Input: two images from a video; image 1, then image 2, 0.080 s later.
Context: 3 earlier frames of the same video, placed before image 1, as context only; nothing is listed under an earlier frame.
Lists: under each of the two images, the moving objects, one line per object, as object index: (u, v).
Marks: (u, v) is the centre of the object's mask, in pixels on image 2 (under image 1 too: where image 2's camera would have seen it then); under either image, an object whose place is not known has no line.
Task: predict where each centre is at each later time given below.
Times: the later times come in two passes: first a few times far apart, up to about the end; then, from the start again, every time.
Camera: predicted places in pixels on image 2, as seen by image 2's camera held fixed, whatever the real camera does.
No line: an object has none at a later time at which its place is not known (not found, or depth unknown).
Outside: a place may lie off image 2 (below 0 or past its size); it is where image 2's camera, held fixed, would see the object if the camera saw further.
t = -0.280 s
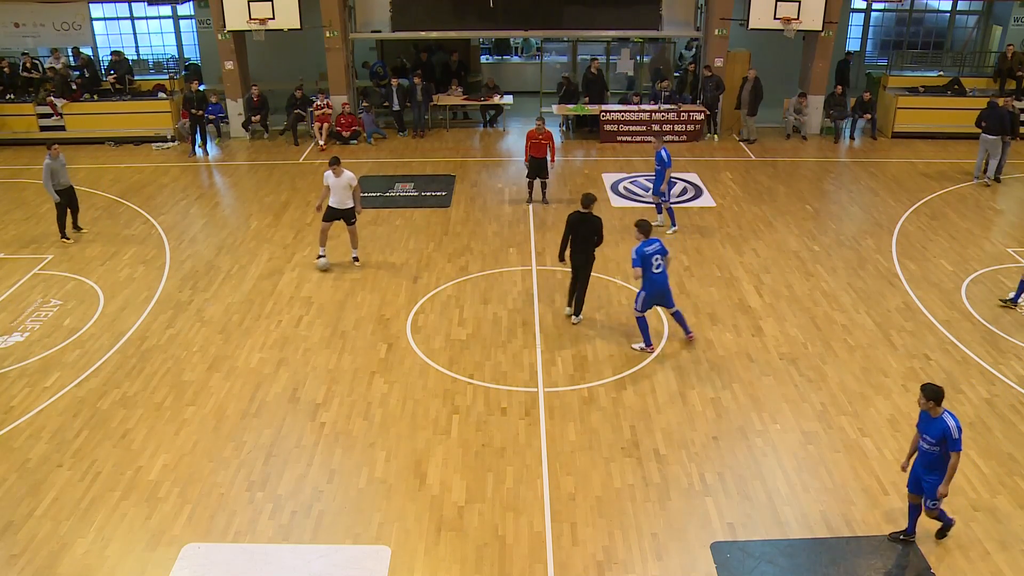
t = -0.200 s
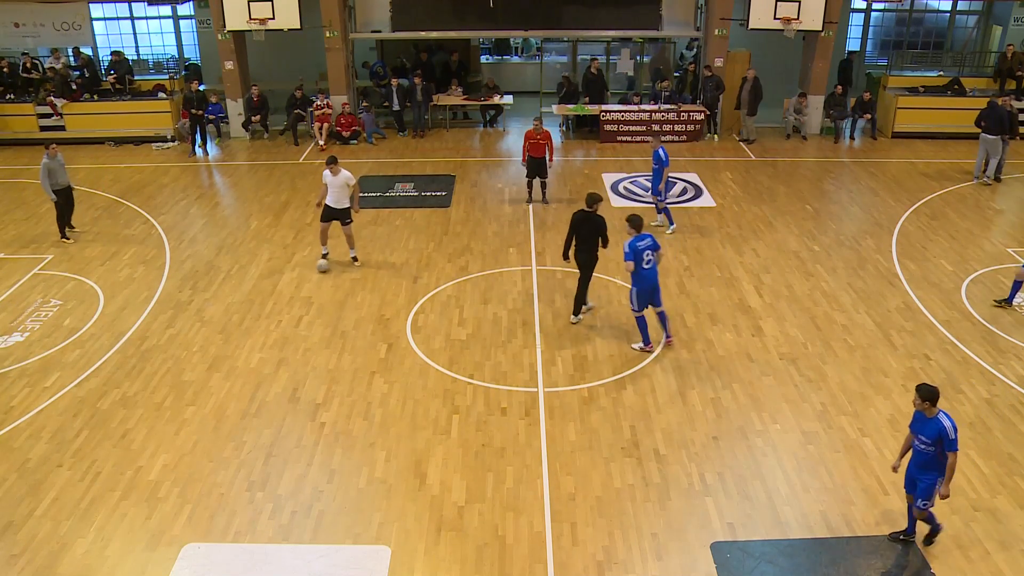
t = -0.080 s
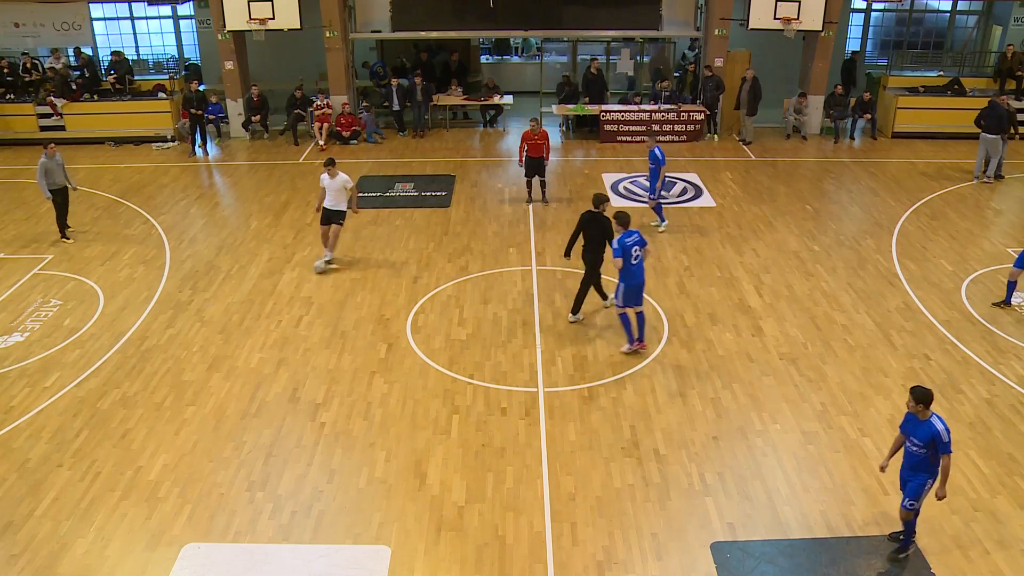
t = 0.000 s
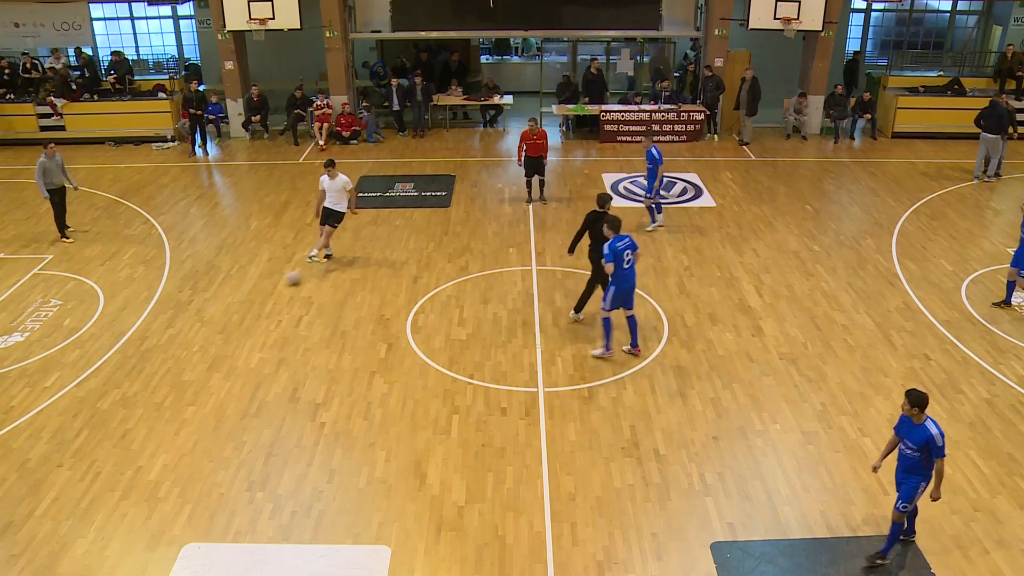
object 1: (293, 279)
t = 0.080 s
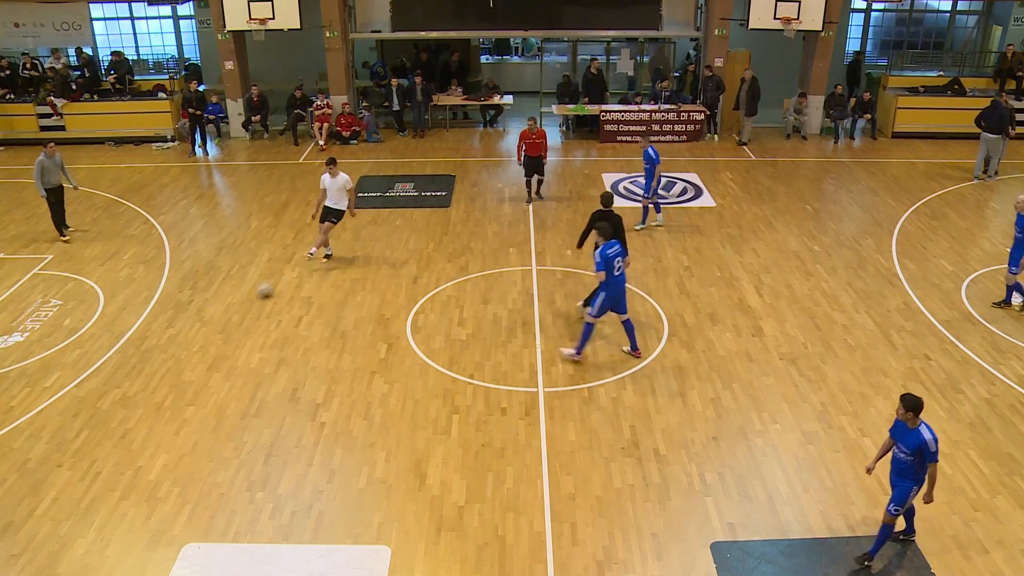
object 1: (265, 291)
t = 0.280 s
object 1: (195, 321)
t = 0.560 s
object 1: (100, 361)
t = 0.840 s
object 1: (4, 401)
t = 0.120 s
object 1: (250, 297)
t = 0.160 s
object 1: (236, 303)
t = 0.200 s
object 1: (222, 309)
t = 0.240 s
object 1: (207, 315)
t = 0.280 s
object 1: (195, 321)
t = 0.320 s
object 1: (180, 327)
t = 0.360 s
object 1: (166, 333)
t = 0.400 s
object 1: (153, 339)
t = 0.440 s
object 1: (139, 345)
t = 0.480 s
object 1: (126, 350)
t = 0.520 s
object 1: (112, 357)
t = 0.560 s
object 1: (100, 361)
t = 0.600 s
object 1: (85, 367)
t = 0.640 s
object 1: (72, 373)
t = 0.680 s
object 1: (59, 378)
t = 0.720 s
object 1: (43, 384)
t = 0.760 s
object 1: (29, 390)
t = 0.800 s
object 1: (14, 396)
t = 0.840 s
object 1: (4, 401)
